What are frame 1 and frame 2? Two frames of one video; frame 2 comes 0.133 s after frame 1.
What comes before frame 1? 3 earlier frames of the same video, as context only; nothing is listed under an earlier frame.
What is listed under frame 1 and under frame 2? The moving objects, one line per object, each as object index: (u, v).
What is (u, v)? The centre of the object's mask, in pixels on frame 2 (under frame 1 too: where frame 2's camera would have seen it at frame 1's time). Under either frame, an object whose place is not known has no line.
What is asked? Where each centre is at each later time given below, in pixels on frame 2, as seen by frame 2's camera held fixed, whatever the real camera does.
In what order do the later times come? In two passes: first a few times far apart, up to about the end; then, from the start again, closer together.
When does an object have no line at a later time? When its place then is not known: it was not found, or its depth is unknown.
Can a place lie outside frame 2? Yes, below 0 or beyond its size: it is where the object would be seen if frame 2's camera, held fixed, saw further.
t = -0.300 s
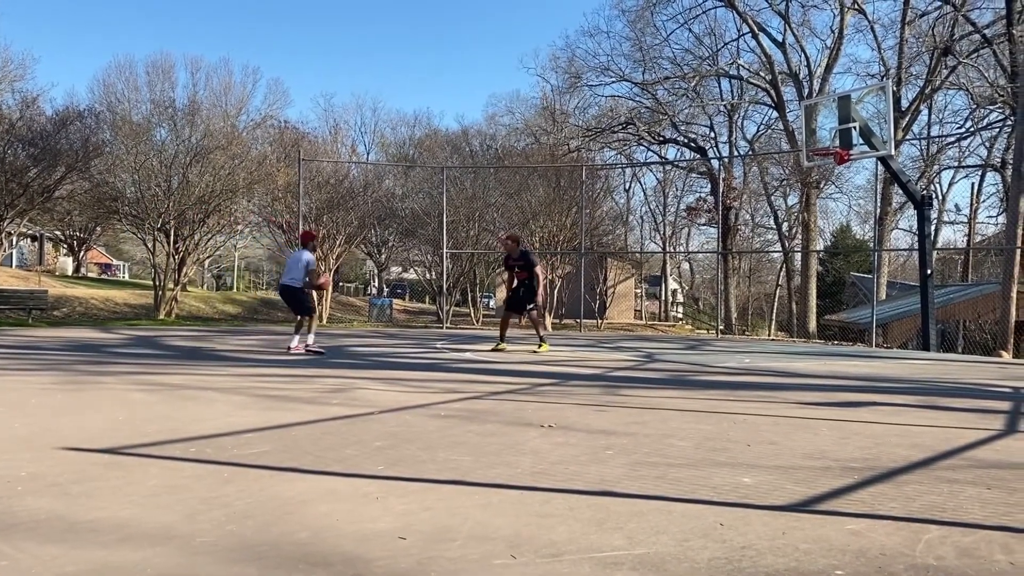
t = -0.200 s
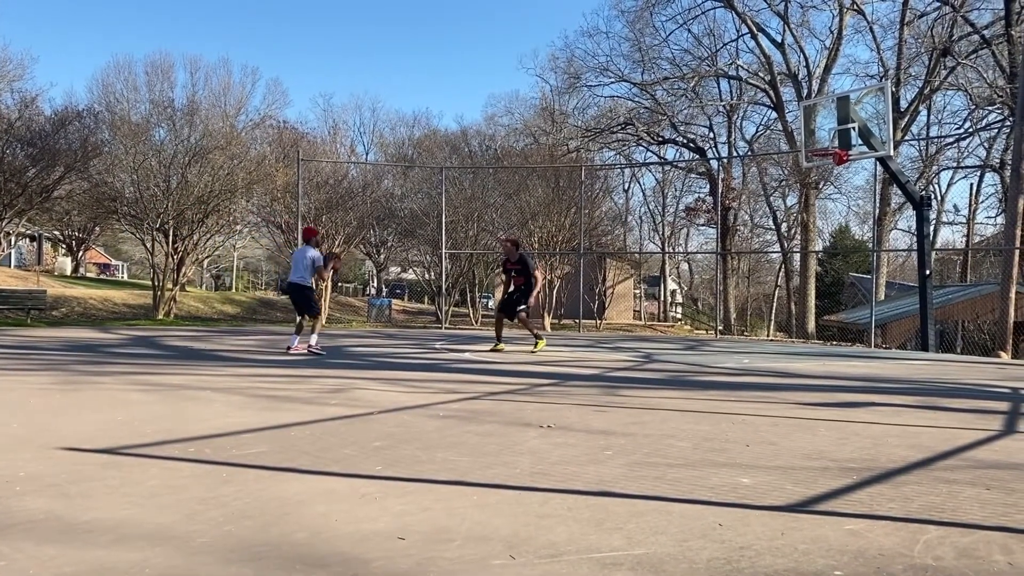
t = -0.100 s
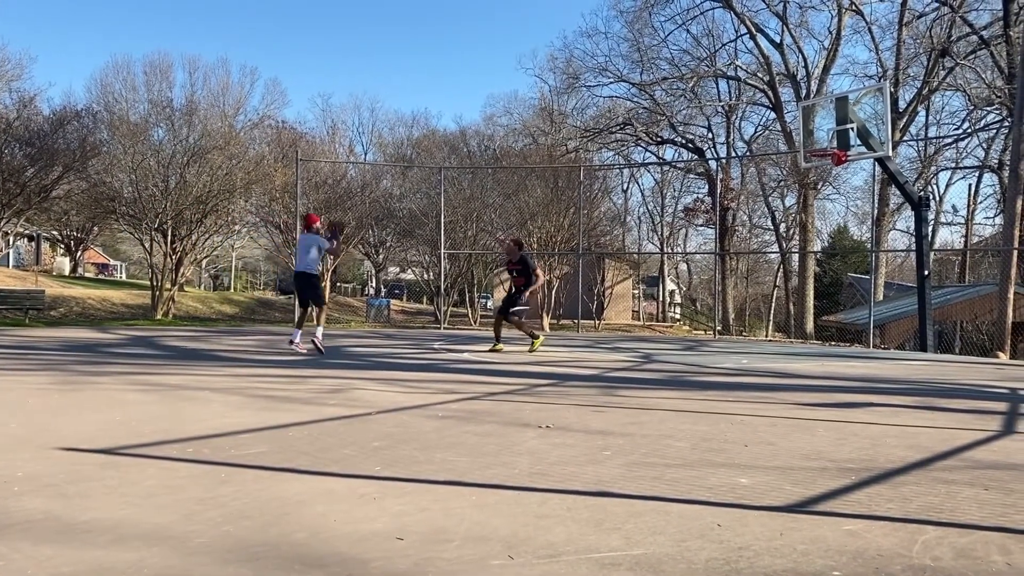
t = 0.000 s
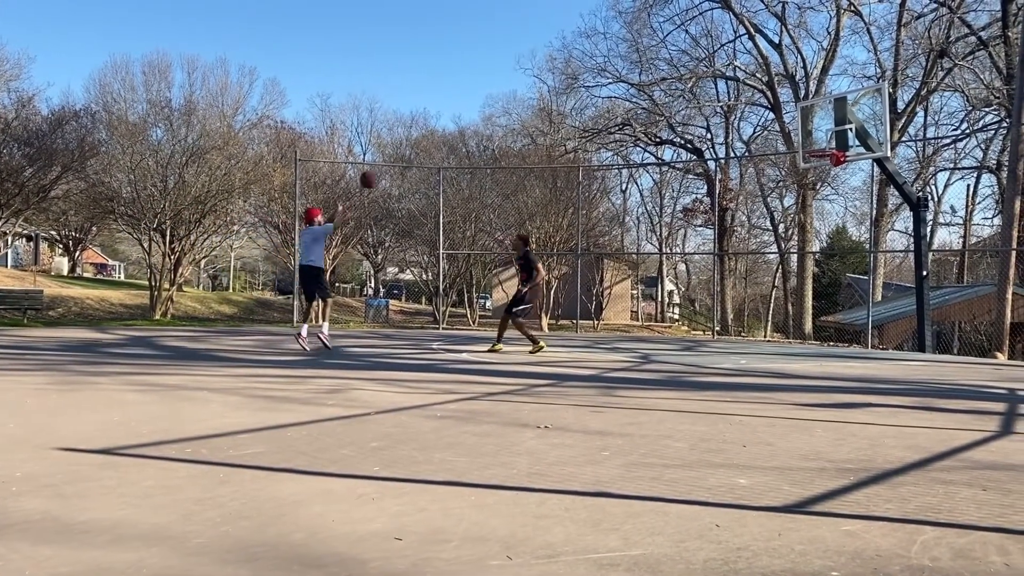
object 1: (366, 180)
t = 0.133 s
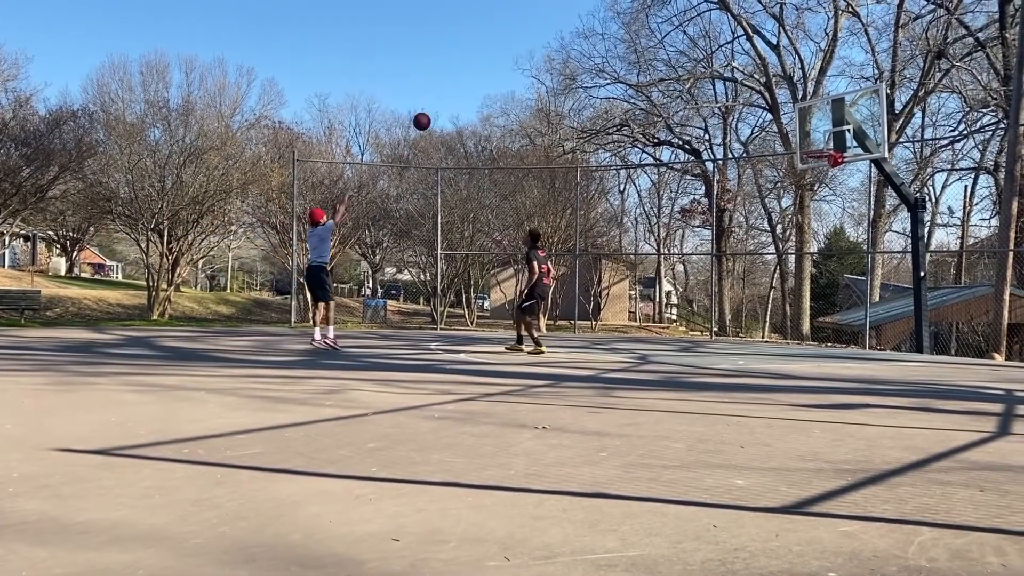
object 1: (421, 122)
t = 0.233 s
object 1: (461, 87)
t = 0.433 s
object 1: (535, 41)
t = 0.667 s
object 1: (615, 23)
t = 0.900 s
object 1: (690, 42)
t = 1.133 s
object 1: (760, 93)
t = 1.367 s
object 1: (827, 164)
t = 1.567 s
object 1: (828, 171)
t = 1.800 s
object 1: (813, 178)
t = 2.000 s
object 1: (813, 180)
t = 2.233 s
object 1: (820, 185)
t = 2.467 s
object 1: (824, 218)
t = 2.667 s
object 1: (829, 272)
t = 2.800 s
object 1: (829, 323)
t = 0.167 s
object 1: (435, 109)
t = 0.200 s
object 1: (448, 98)
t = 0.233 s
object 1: (461, 87)
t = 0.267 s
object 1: (473, 77)
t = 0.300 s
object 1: (486, 68)
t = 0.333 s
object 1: (498, 60)
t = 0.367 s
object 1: (511, 53)
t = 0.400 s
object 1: (523, 47)
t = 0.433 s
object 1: (535, 41)
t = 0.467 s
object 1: (547, 36)
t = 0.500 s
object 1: (559, 32)
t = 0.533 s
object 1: (570, 29)
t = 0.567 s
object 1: (581, 26)
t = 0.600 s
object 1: (594, 24)
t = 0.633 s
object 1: (605, 23)
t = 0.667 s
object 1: (615, 23)
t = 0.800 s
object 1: (659, 30)
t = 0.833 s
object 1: (669, 33)
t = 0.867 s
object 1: (680, 37)
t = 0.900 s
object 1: (690, 42)
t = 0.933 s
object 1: (701, 46)
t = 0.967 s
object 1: (710, 54)
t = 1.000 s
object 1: (721, 60)
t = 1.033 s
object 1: (731, 67)
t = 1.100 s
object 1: (751, 84)
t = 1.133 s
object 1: (760, 93)
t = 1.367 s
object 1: (827, 164)
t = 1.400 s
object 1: (831, 167)
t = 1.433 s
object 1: (831, 167)
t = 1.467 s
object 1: (831, 167)
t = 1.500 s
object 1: (831, 167)
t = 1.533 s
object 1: (830, 169)
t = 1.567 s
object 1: (828, 171)
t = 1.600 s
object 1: (826, 172)
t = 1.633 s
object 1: (824, 173)
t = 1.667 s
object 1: (822, 173)
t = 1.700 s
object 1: (820, 174)
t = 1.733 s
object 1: (817, 175)
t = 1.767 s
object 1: (816, 177)
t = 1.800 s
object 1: (813, 178)
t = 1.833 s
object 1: (813, 179)
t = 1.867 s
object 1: (812, 179)
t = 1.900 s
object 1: (812, 178)
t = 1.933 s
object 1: (812, 179)
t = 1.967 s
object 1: (813, 179)
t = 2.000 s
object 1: (813, 180)
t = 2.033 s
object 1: (815, 181)
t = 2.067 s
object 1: (817, 180)
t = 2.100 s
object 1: (818, 181)
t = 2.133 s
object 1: (818, 182)
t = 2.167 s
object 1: (819, 183)
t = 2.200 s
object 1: (820, 184)
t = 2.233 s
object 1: (820, 185)
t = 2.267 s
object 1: (821, 188)
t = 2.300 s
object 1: (822, 190)
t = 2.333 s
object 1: (822, 195)
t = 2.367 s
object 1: (823, 199)
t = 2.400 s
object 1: (823, 205)
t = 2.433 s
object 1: (824, 211)
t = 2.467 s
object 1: (824, 218)
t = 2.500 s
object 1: (824, 225)
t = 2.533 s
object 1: (825, 233)
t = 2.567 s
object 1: (827, 243)
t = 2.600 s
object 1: (827, 252)
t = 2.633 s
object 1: (828, 262)
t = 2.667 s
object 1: (829, 272)
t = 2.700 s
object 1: (831, 285)
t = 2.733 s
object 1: (831, 296)
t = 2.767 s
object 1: (829, 310)
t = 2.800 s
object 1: (829, 323)
